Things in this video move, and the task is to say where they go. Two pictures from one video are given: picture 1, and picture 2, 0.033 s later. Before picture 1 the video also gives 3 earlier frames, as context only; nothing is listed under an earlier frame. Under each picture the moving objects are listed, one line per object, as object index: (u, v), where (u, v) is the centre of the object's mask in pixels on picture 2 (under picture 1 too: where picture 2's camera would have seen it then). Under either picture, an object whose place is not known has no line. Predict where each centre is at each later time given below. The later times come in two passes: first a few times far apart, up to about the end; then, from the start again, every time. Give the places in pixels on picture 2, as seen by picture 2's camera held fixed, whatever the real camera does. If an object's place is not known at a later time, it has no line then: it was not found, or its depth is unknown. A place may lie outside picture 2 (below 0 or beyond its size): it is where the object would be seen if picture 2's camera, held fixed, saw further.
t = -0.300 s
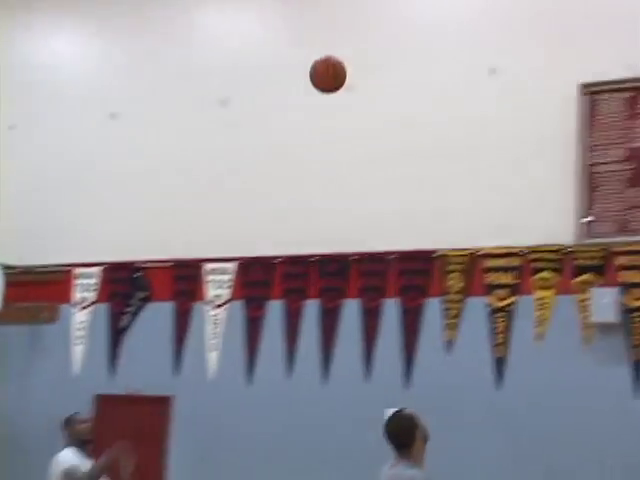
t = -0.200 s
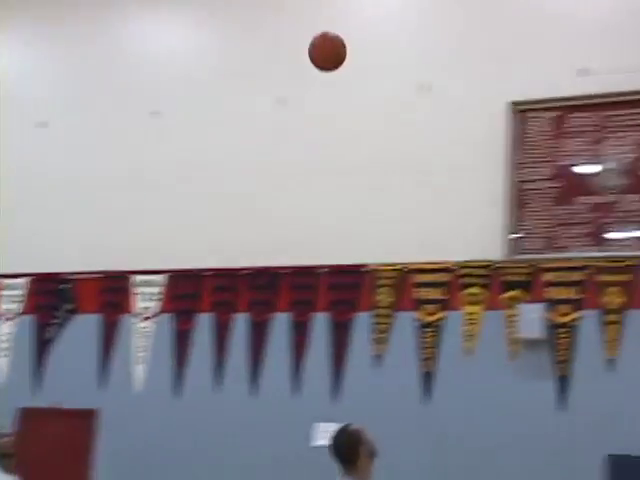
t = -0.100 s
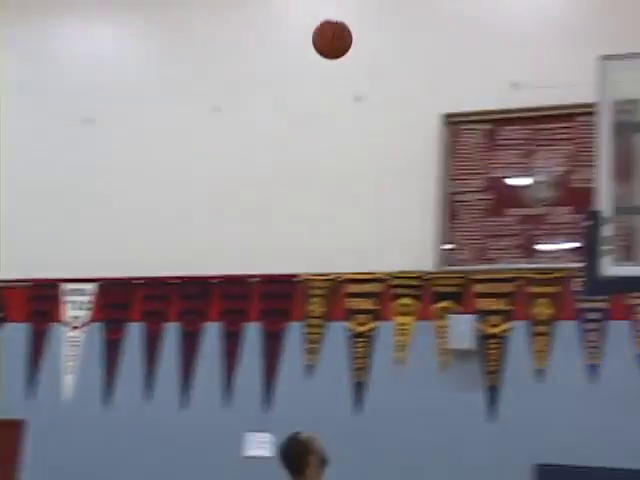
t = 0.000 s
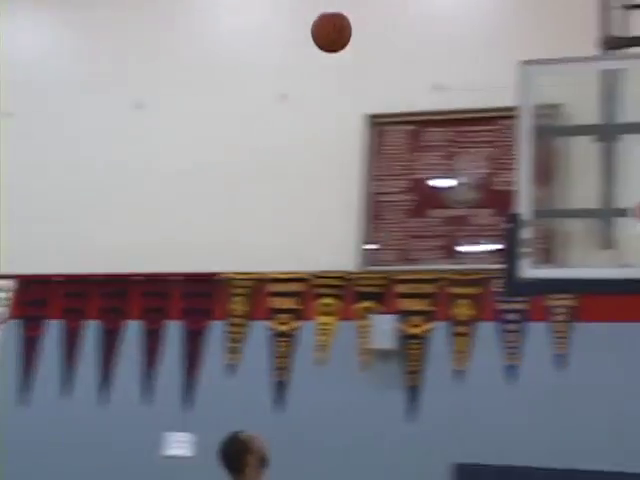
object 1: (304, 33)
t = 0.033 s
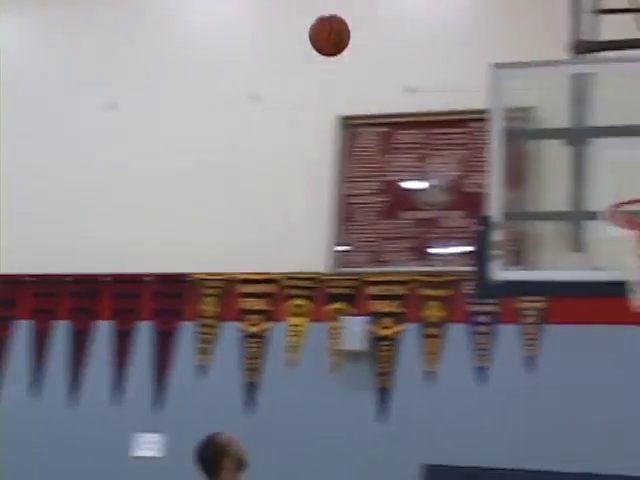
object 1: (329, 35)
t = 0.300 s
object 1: (550, 120)
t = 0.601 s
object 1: (677, 347)
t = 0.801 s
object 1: (666, 576)
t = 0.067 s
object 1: (355, 38)
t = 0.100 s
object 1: (381, 44)
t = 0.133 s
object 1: (407, 51)
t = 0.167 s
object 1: (434, 60)
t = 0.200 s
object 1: (462, 72)
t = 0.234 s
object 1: (490, 85)
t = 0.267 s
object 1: (519, 102)
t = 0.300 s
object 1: (550, 120)
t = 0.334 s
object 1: (579, 141)
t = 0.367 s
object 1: (610, 163)
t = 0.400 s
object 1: (643, 186)
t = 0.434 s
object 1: (690, 206)
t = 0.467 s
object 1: (691, 251)
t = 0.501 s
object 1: (686, 271)
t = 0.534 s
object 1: (683, 294)
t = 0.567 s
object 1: (680, 317)
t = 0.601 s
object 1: (677, 347)
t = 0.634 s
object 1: (675, 378)
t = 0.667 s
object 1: (673, 413)
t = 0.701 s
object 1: (671, 450)
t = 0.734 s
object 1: (670, 496)
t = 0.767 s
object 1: (668, 539)
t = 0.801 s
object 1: (666, 576)
